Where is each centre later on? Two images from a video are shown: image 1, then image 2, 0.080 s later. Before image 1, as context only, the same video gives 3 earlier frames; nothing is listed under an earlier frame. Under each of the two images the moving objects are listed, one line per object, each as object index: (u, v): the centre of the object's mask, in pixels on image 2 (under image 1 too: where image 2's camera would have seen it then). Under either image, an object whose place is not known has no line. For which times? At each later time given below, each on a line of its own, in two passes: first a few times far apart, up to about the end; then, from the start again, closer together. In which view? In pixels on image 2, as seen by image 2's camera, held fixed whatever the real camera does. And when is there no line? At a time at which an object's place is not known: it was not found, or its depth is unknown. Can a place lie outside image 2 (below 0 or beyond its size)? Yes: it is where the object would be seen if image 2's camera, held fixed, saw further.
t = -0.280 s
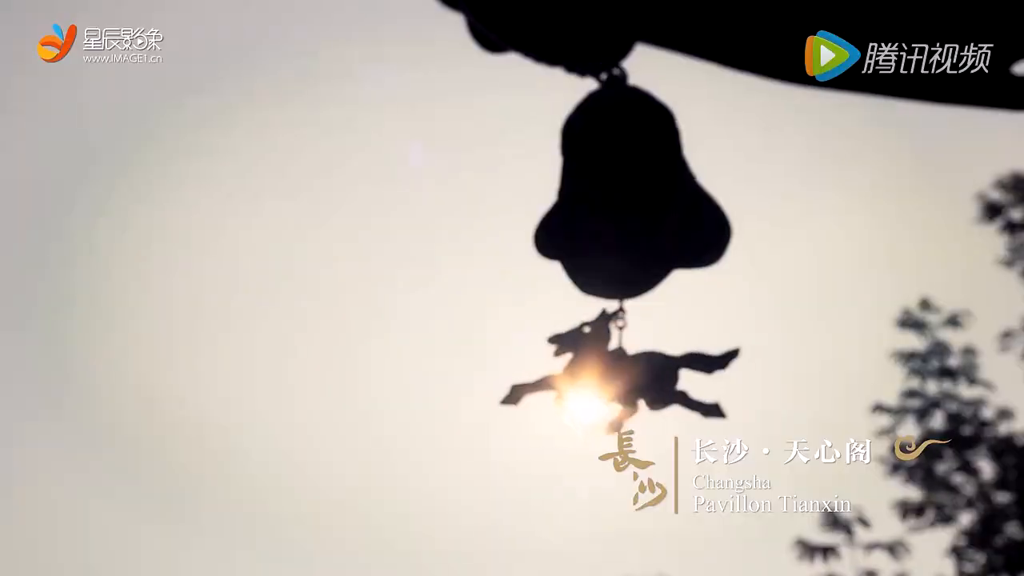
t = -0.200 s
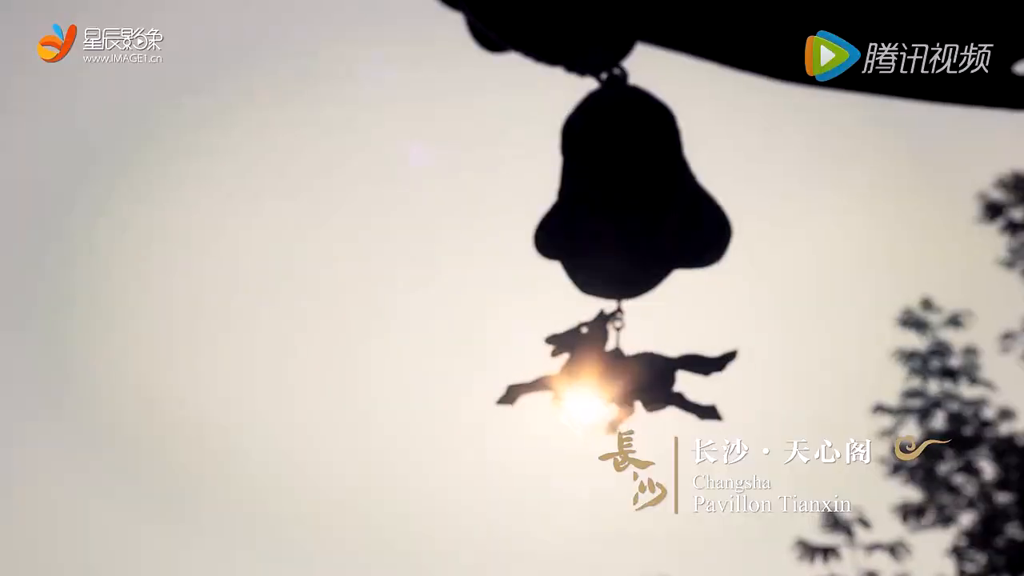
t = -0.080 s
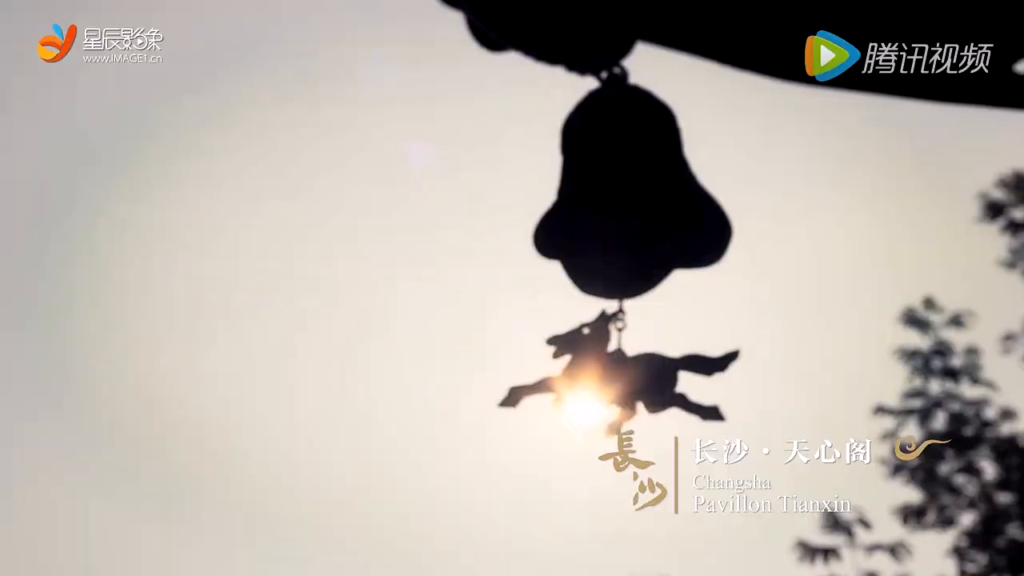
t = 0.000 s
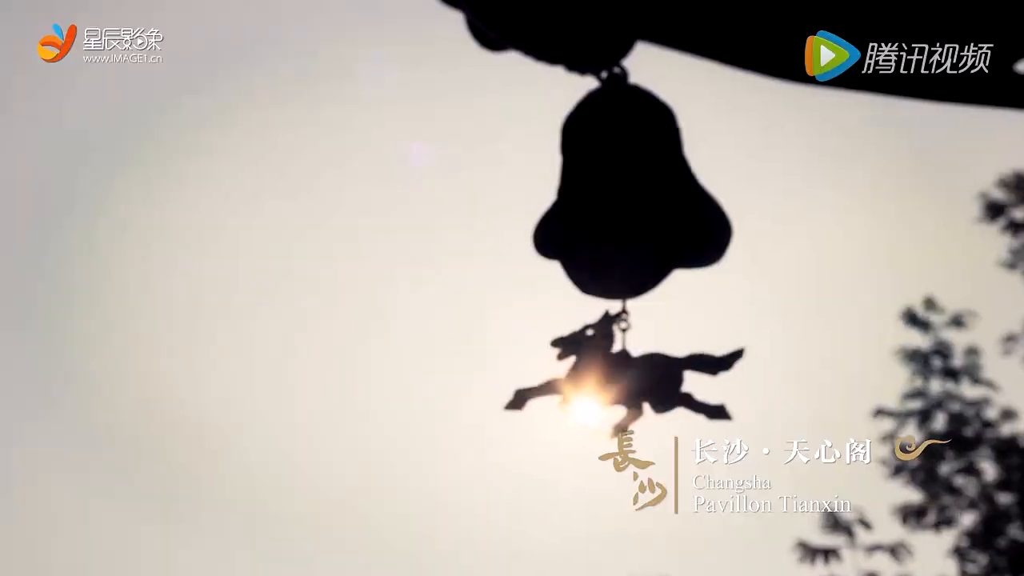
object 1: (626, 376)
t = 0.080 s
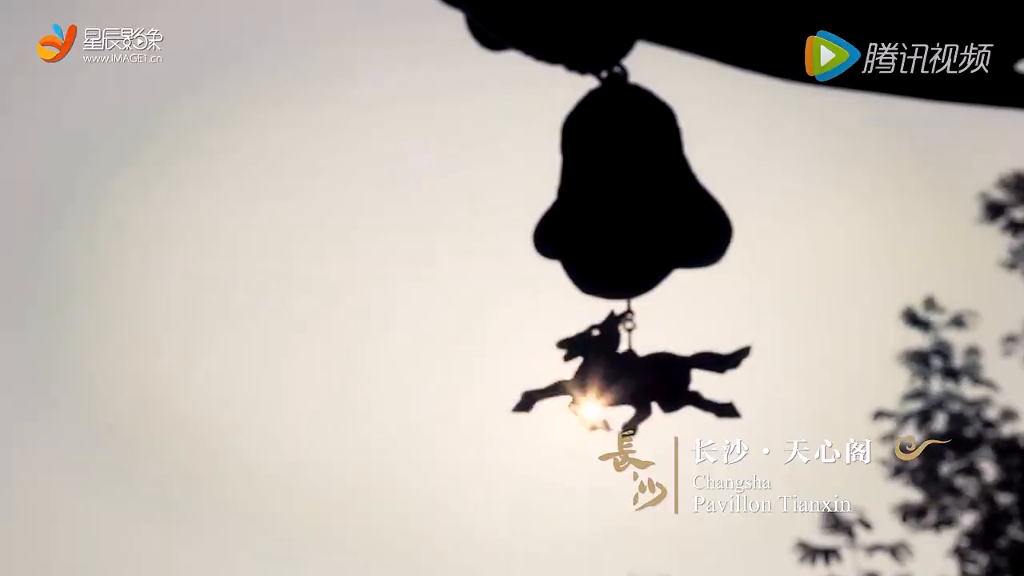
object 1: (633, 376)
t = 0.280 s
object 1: (656, 372)
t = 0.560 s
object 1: (637, 372)
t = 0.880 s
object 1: (622, 376)
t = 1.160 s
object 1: (643, 376)
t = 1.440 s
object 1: (647, 371)
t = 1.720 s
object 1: (625, 373)
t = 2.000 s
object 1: (631, 379)
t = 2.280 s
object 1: (653, 375)
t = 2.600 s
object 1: (636, 373)
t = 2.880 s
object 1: (627, 377)
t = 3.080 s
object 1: (641, 379)
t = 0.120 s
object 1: (638, 375)
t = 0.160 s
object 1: (641, 375)
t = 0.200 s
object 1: (644, 375)
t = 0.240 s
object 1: (654, 372)
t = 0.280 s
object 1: (656, 372)
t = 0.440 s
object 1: (647, 372)
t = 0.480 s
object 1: (644, 372)
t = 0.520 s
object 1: (641, 372)
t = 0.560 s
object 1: (637, 372)
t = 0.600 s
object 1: (633, 372)
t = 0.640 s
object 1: (630, 373)
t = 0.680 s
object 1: (627, 373)
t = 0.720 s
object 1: (624, 374)
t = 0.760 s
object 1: (622, 374)
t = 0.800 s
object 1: (621, 374)
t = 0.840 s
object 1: (621, 375)
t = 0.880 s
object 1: (622, 376)
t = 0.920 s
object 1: (624, 376)
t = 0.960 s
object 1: (626, 376)
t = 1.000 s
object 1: (629, 377)
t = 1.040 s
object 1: (632, 377)
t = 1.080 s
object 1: (635, 377)
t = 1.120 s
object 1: (640, 376)
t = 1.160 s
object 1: (643, 376)
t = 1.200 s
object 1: (645, 377)
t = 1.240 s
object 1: (648, 376)
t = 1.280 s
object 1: (650, 375)
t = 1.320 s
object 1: (653, 372)
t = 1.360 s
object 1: (652, 371)
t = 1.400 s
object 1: (650, 373)
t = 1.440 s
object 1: (647, 371)
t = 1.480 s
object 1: (645, 371)
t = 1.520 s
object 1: (642, 371)
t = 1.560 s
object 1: (638, 371)
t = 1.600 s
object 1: (634, 372)
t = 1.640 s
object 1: (631, 372)
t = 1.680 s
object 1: (628, 373)
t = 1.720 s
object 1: (625, 373)
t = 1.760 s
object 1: (624, 374)
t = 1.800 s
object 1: (623, 375)
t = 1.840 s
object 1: (623, 376)
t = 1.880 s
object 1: (624, 377)
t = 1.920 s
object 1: (626, 377)
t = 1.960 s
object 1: (628, 378)
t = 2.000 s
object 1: (631, 379)
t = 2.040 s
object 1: (634, 379)
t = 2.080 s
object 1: (637, 379)
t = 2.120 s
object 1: (642, 378)
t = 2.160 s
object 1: (645, 378)
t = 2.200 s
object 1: (649, 377)
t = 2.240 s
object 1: (651, 376)
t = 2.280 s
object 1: (653, 375)
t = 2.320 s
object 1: (653, 374)
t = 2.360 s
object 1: (652, 375)
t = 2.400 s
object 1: (652, 373)
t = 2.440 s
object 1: (649, 373)
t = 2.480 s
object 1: (646, 373)
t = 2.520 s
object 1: (643, 373)
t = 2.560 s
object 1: (639, 373)
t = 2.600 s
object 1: (636, 373)
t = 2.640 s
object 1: (632, 373)
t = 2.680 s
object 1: (630, 374)
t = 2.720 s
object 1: (628, 374)
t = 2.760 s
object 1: (626, 375)
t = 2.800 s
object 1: (625, 376)
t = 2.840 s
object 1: (626, 377)
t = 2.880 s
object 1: (627, 377)
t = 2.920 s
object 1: (629, 378)
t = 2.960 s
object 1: (631, 379)
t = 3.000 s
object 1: (634, 379)
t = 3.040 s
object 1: (637, 380)
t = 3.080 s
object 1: (641, 379)
